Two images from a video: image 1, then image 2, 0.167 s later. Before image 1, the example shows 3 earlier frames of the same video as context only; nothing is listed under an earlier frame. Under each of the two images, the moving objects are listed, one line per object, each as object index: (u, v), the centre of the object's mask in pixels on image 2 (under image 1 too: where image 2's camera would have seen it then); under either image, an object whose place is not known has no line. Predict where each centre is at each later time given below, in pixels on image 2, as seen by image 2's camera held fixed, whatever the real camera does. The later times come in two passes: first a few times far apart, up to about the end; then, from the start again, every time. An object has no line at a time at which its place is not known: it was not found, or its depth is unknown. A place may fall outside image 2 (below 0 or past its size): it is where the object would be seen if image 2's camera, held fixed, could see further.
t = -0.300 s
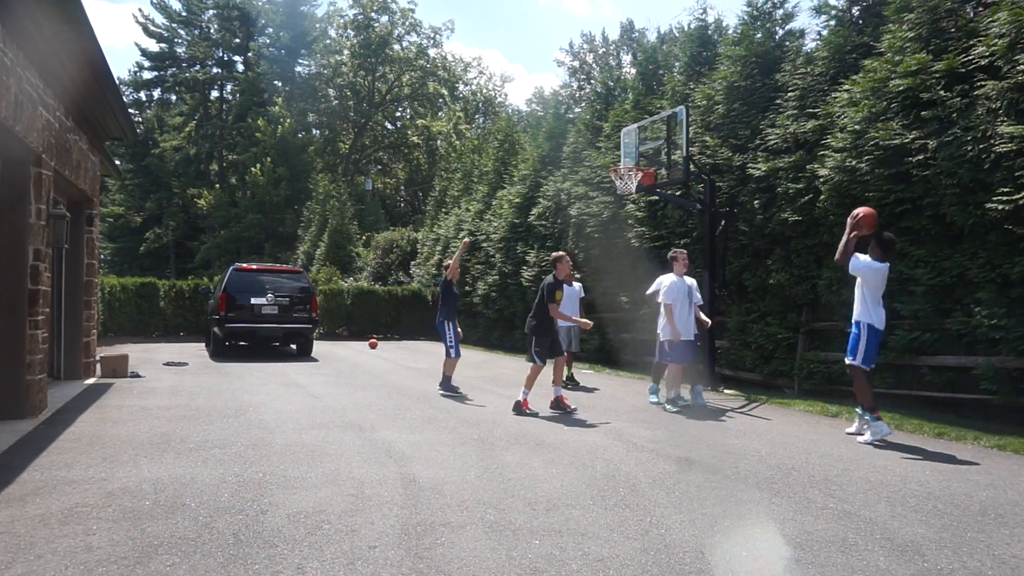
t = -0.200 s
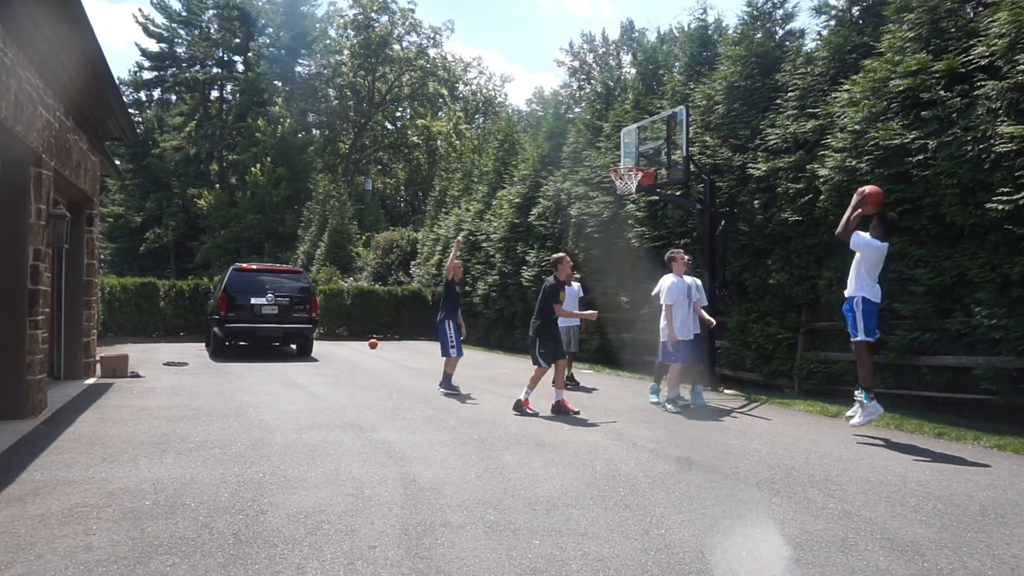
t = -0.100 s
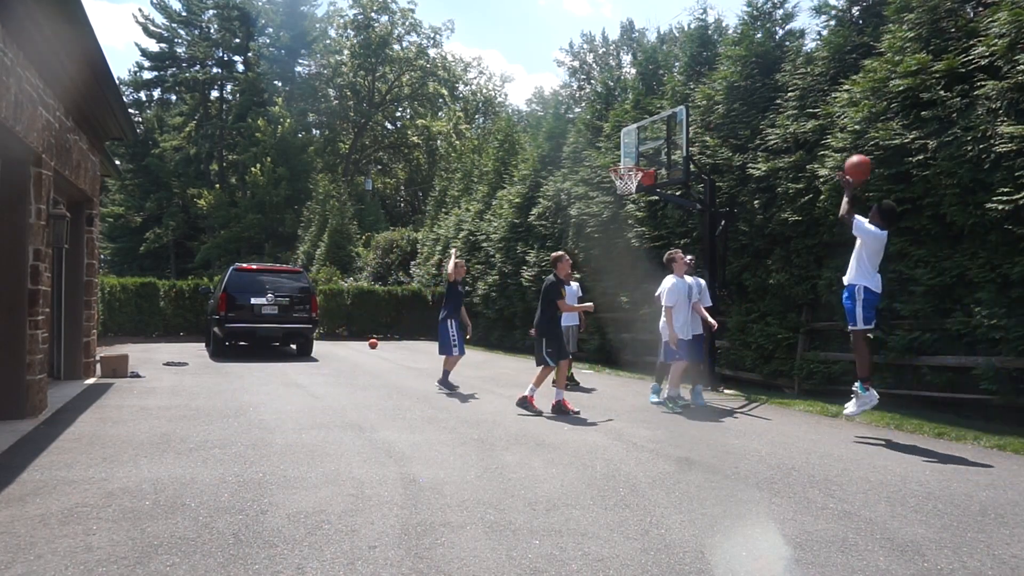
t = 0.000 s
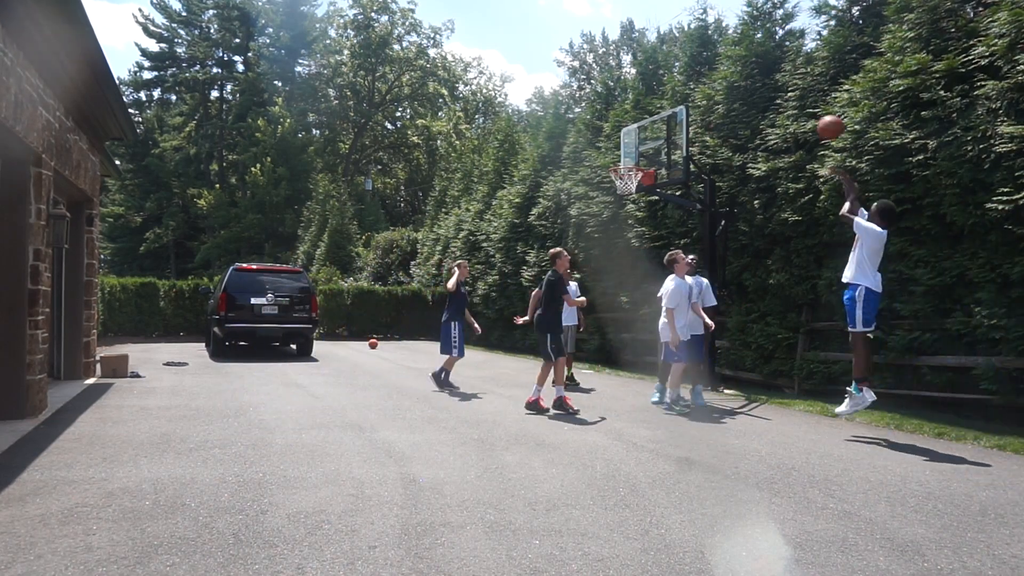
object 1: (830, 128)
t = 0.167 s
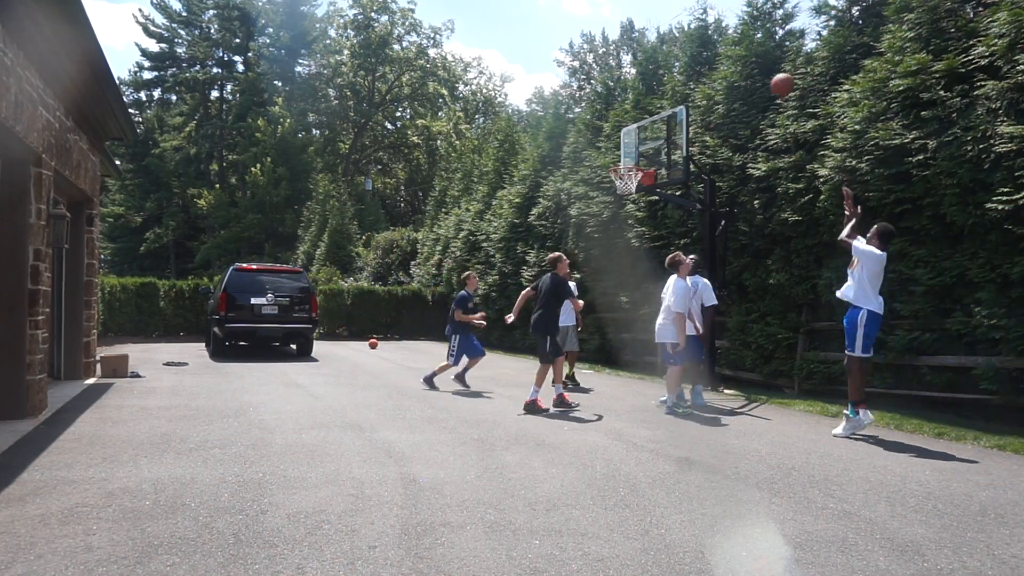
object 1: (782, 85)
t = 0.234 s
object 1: (765, 77)
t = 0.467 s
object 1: (712, 78)
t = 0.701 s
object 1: (668, 120)
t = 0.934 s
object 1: (642, 145)
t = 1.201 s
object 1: (630, 130)
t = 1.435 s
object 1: (618, 160)
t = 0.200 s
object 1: (773, 80)
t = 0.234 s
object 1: (765, 77)
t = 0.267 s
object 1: (757, 74)
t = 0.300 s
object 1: (749, 73)
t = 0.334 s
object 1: (741, 72)
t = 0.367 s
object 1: (733, 72)
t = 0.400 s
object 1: (727, 73)
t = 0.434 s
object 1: (719, 75)
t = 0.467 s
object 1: (712, 78)
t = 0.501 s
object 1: (705, 82)
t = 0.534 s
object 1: (699, 86)
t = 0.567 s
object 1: (692, 92)
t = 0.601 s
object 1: (686, 97)
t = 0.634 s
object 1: (680, 105)
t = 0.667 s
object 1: (674, 111)
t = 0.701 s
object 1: (668, 120)
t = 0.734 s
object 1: (662, 128)
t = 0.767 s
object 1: (657, 138)
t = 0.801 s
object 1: (651, 149)
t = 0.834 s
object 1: (646, 158)
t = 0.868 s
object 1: (644, 157)
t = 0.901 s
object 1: (643, 150)
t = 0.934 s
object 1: (642, 145)
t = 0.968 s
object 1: (641, 139)
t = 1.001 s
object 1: (640, 134)
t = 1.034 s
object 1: (639, 132)
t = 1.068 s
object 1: (637, 130)
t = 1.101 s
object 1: (635, 129)
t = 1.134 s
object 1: (633, 129)
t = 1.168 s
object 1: (632, 129)
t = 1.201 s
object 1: (630, 130)
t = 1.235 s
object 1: (628, 132)
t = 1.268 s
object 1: (627, 135)
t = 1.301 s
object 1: (624, 140)
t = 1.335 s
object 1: (623, 143)
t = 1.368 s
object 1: (622, 148)
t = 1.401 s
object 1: (620, 154)
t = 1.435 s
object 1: (618, 160)
